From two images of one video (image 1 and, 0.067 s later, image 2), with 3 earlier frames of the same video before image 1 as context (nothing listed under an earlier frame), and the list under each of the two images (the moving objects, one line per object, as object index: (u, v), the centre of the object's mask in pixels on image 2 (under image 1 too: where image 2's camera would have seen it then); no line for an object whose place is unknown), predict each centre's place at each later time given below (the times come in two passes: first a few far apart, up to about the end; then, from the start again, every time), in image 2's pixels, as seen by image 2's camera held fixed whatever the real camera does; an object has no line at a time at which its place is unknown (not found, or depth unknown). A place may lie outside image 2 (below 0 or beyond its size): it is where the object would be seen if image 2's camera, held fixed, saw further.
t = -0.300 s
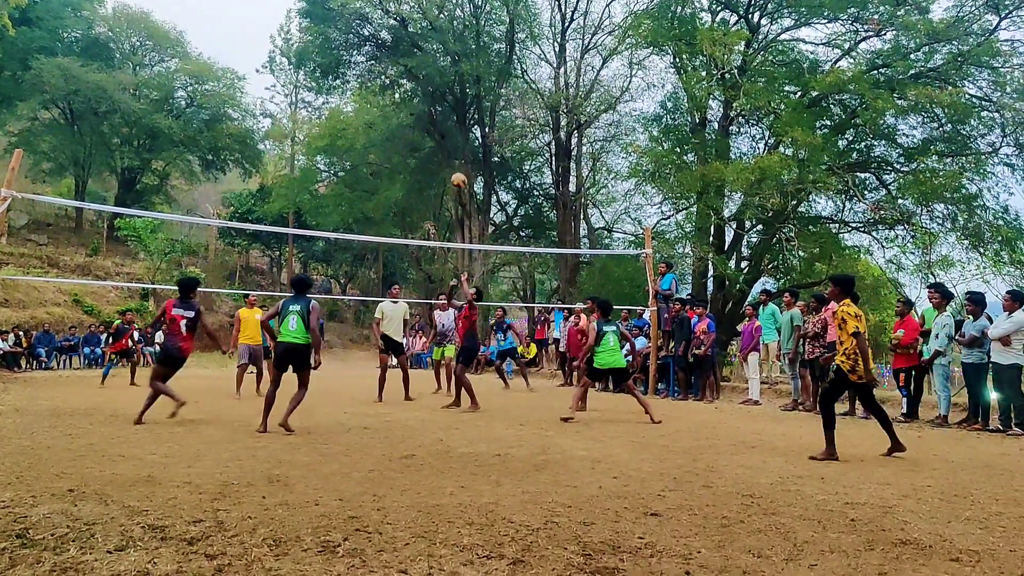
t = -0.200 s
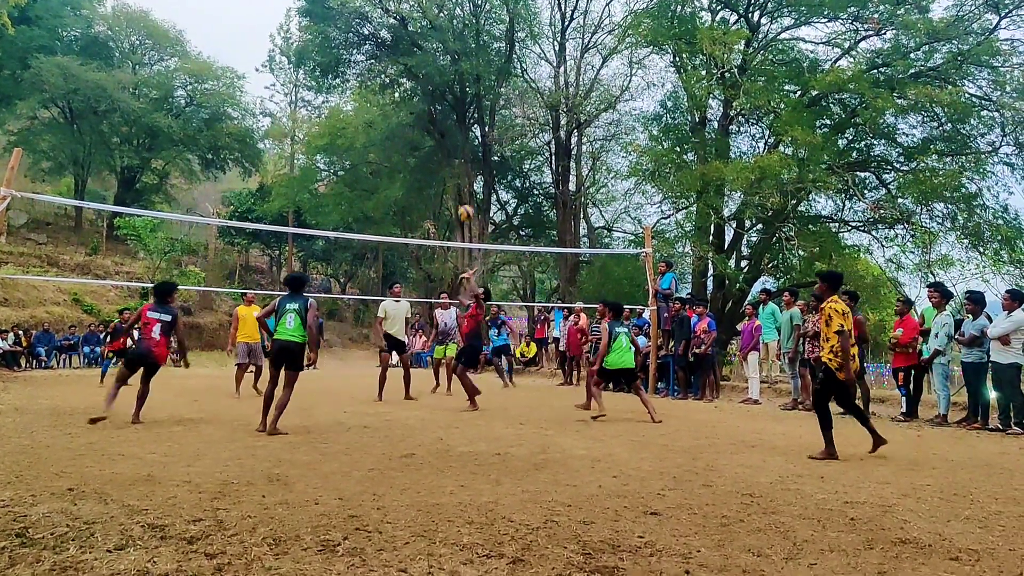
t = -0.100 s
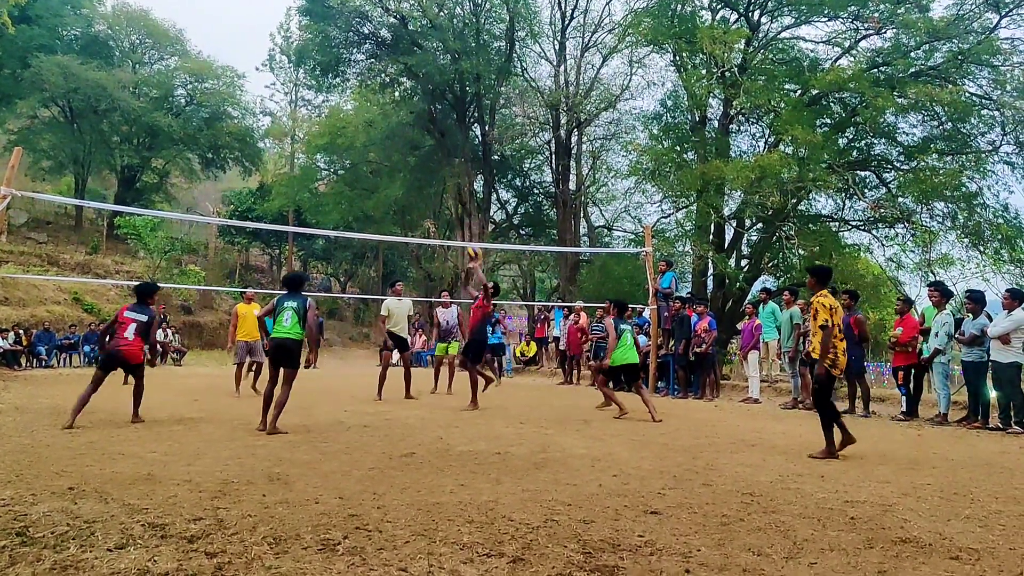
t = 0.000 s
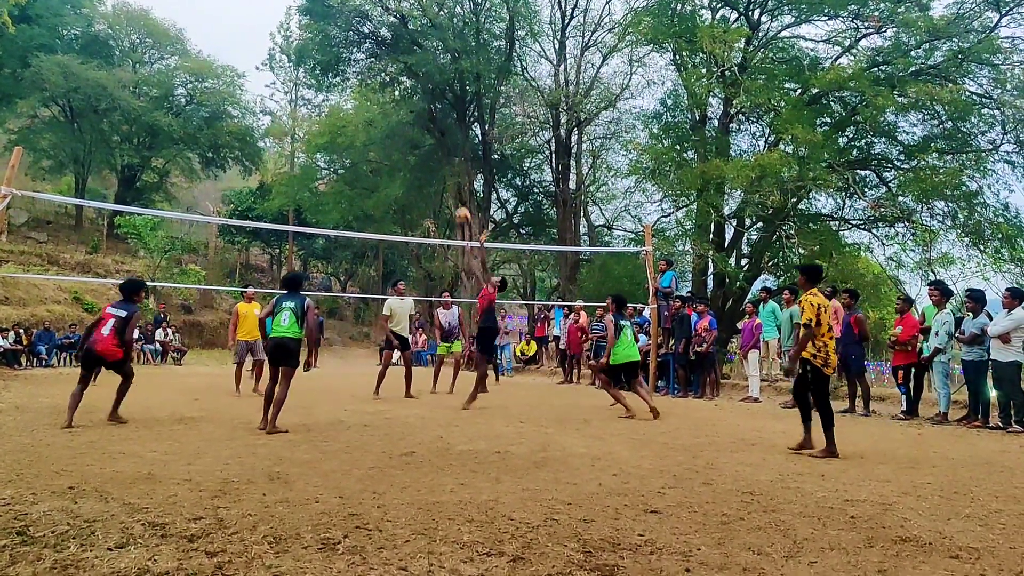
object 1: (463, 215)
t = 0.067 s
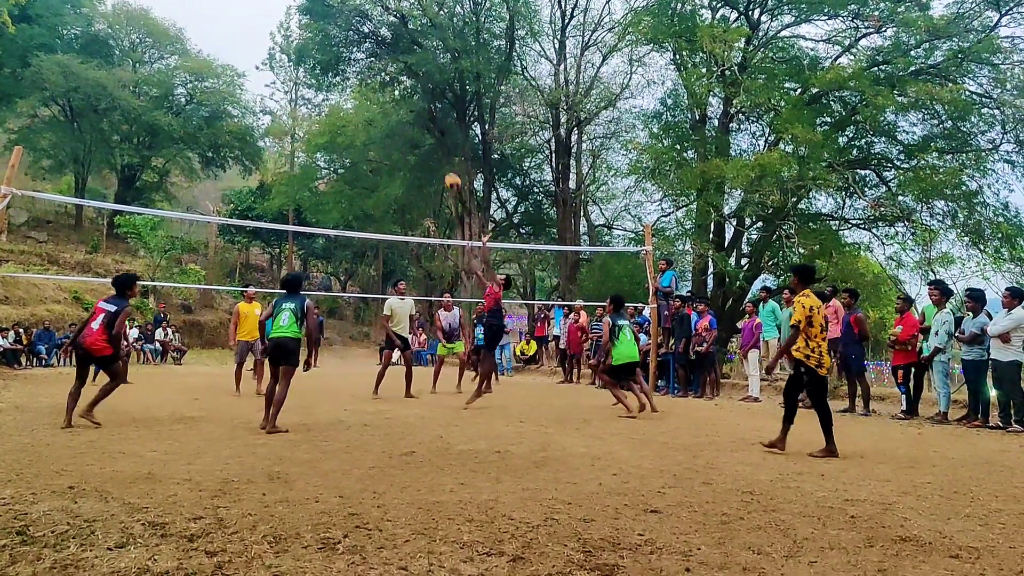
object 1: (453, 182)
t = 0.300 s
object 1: (415, 89)
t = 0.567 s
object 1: (372, 35)
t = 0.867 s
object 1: (321, 31)
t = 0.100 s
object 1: (447, 166)
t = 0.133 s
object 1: (442, 152)
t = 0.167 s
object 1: (436, 137)
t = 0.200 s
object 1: (431, 125)
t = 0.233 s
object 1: (426, 112)
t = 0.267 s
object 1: (420, 101)
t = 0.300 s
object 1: (415, 89)
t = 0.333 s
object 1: (409, 79)
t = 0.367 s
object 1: (404, 71)
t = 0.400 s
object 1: (399, 63)
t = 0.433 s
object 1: (393, 55)
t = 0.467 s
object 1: (388, 48)
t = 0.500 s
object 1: (383, 42)
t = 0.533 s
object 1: (379, 39)
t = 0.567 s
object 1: (372, 35)
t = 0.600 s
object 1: (367, 31)
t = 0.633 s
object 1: (361, 28)
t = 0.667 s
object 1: (355, 26)
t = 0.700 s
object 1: (349, 25)
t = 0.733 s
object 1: (344, 24)
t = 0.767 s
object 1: (339, 24)
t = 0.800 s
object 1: (334, 26)
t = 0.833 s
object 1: (327, 28)
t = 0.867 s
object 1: (321, 31)
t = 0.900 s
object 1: (316, 35)
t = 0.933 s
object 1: (311, 40)
